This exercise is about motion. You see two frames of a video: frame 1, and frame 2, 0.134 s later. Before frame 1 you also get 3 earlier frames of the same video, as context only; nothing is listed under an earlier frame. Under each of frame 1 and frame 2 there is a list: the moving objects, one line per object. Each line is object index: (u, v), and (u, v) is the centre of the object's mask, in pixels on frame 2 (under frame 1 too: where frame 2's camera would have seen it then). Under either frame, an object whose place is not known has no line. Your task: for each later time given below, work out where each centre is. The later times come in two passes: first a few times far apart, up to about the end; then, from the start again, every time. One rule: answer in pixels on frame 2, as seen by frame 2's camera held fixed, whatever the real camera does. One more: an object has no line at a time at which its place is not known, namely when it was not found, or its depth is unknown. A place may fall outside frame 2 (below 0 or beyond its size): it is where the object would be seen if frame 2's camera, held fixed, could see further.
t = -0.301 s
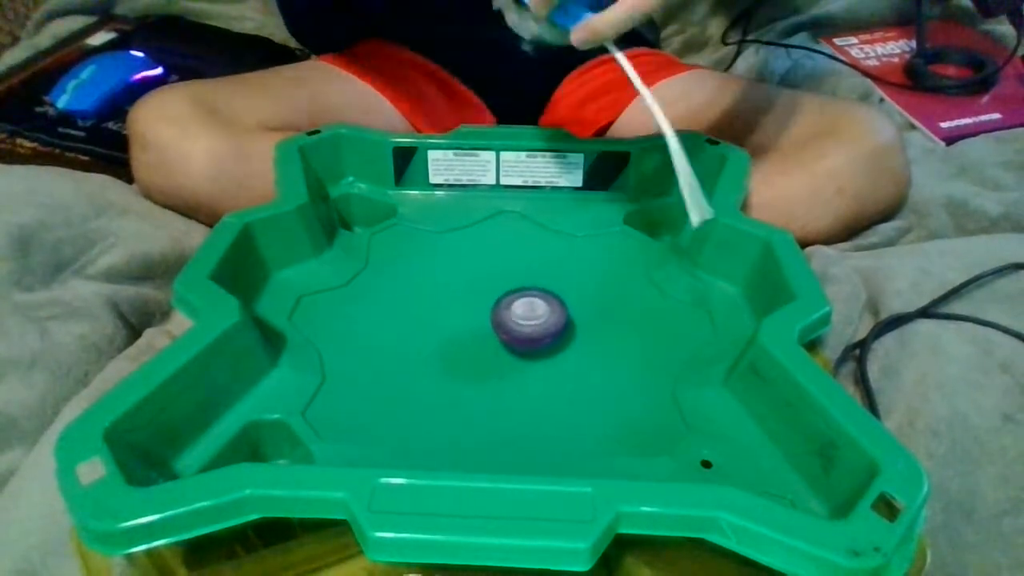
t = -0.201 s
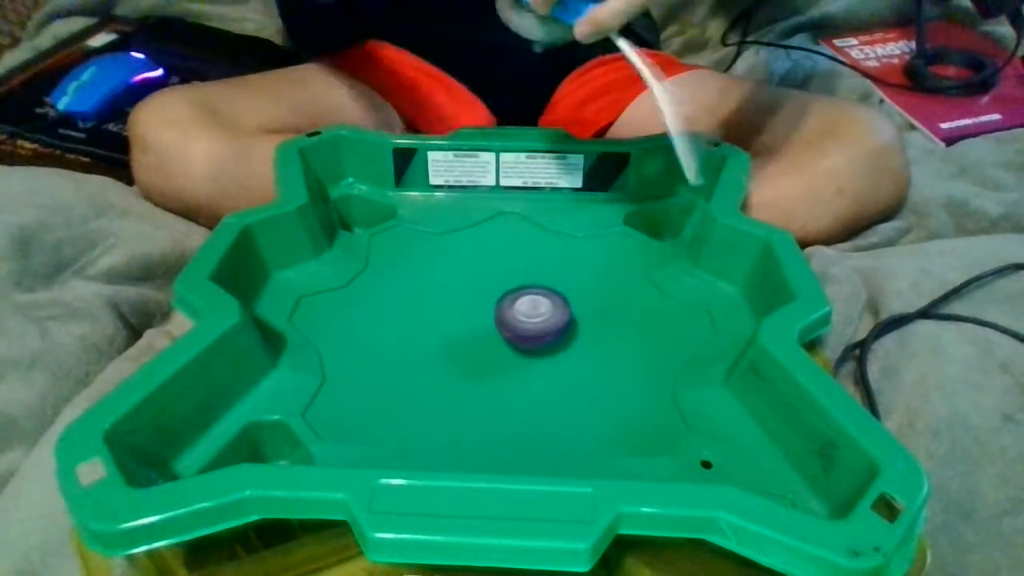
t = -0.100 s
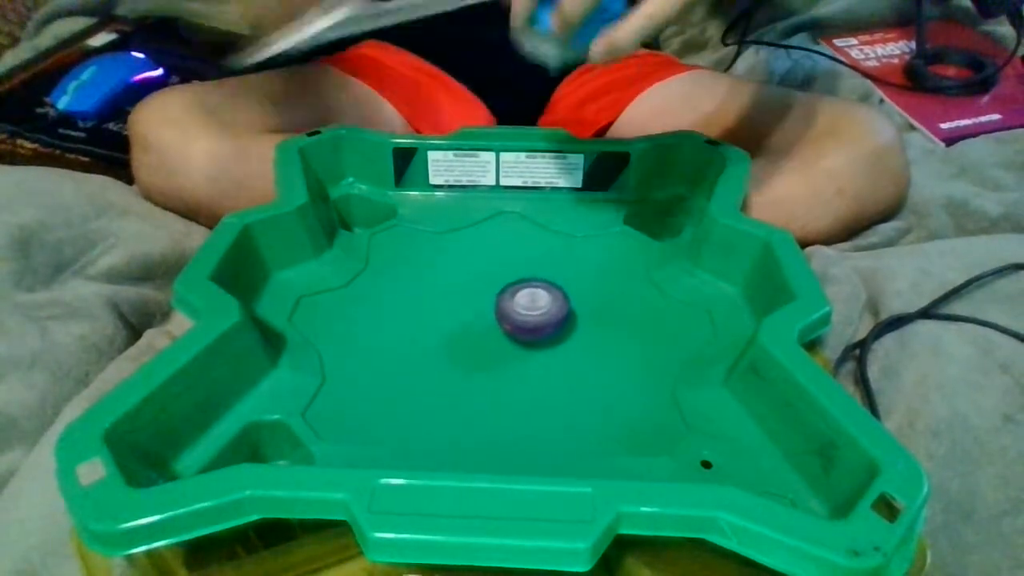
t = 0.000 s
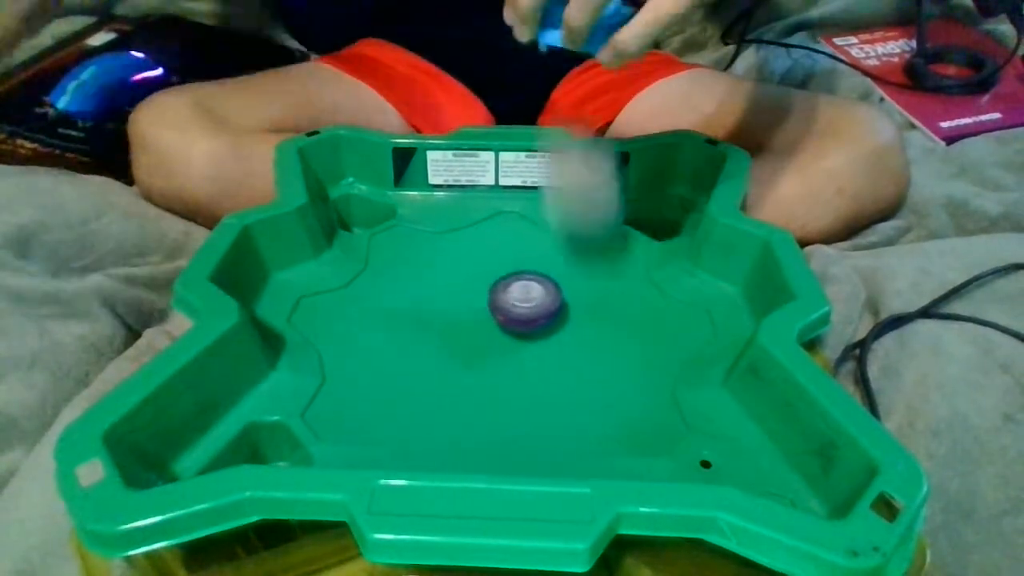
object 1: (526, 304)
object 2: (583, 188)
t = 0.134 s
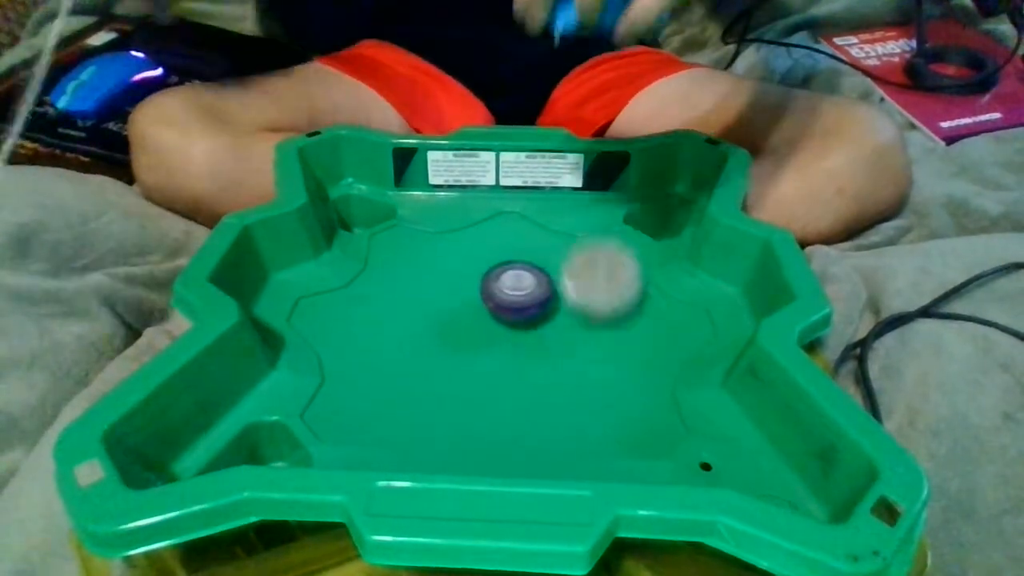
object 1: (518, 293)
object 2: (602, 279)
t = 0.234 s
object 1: (504, 289)
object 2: (614, 303)
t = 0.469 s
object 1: (480, 292)
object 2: (668, 285)
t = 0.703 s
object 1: (477, 301)
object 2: (609, 295)
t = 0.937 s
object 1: (455, 301)
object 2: (608, 329)
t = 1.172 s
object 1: (423, 297)
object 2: (643, 319)
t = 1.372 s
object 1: (433, 300)
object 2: (583, 313)
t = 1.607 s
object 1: (449, 277)
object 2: (497, 362)
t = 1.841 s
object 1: (461, 254)
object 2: (520, 387)
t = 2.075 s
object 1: (495, 251)
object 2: (517, 333)
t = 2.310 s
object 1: (543, 253)
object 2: (417, 289)
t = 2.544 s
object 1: (576, 274)
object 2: (401, 310)
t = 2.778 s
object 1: (585, 305)
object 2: (491, 301)
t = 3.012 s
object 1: (593, 343)
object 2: (506, 230)
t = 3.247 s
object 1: (568, 363)
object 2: (468, 234)
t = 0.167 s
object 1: (513, 291)
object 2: (604, 291)
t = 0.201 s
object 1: (508, 289)
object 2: (608, 299)
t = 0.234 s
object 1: (504, 289)
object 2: (614, 303)
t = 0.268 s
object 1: (500, 289)
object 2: (622, 307)
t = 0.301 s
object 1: (497, 290)
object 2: (631, 307)
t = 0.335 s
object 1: (492, 289)
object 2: (640, 305)
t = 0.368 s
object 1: (488, 290)
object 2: (650, 302)
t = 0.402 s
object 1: (486, 291)
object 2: (661, 295)
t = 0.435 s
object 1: (482, 291)
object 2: (670, 287)
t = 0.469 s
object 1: (480, 292)
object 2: (668, 285)
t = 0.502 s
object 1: (479, 292)
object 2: (657, 291)
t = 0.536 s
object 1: (478, 293)
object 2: (646, 294)
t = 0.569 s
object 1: (476, 294)
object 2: (636, 294)
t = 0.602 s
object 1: (476, 295)
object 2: (628, 294)
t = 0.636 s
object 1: (476, 297)
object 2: (622, 293)
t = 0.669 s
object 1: (476, 299)
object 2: (616, 294)
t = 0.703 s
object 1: (477, 301)
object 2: (609, 295)
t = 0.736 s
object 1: (479, 303)
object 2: (601, 298)
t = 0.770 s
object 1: (481, 305)
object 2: (594, 302)
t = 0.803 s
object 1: (484, 308)
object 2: (587, 306)
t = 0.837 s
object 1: (487, 310)
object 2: (579, 311)
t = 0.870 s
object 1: (488, 311)
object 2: (576, 316)
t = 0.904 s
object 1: (469, 305)
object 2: (592, 323)
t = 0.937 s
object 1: (455, 301)
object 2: (608, 329)
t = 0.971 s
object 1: (446, 299)
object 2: (620, 331)
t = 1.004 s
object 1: (439, 298)
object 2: (630, 331)
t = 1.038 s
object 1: (434, 297)
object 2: (637, 330)
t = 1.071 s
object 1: (430, 297)
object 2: (643, 328)
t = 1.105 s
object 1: (427, 297)
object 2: (645, 325)
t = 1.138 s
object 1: (425, 297)
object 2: (645, 322)
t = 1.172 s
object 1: (423, 297)
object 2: (643, 319)
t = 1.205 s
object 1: (423, 298)
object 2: (638, 316)
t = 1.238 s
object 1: (423, 299)
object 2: (630, 314)
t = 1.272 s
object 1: (424, 299)
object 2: (622, 313)
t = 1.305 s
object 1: (426, 299)
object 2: (611, 312)
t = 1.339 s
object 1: (429, 299)
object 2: (598, 312)
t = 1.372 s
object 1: (433, 300)
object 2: (583, 313)
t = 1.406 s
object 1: (438, 300)
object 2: (567, 315)
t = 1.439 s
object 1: (444, 301)
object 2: (549, 318)
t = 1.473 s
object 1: (451, 300)
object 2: (531, 323)
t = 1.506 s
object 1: (451, 293)
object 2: (520, 332)
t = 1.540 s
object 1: (450, 287)
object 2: (511, 342)
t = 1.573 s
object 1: (449, 281)
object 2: (503, 351)
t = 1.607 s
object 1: (449, 277)
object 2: (497, 362)
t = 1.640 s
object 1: (450, 273)
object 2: (494, 371)
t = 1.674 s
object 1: (450, 269)
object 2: (494, 379)
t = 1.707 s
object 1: (452, 265)
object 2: (498, 386)
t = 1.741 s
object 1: (453, 261)
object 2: (504, 389)
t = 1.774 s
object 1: (456, 258)
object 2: (509, 390)
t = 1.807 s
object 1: (458, 256)
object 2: (515, 390)
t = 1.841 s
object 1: (461, 254)
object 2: (520, 387)
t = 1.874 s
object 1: (465, 252)
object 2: (524, 383)
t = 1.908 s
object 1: (470, 251)
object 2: (527, 377)
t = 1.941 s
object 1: (474, 250)
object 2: (528, 370)
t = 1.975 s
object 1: (479, 250)
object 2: (529, 363)
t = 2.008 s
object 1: (484, 250)
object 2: (527, 353)
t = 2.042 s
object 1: (489, 250)
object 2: (523, 344)
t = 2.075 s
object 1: (495, 251)
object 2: (517, 333)
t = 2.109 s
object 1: (501, 251)
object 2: (508, 320)
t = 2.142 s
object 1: (508, 251)
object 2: (497, 310)
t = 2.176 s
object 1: (516, 249)
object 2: (482, 302)
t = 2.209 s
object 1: (524, 251)
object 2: (466, 296)
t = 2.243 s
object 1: (531, 250)
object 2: (449, 291)
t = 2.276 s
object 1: (537, 251)
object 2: (432, 290)
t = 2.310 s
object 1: (543, 253)
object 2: (417, 289)
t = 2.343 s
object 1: (549, 255)
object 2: (406, 290)
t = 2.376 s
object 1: (554, 256)
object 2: (398, 293)
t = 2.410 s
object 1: (559, 259)
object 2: (392, 296)
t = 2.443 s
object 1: (564, 263)
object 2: (390, 300)
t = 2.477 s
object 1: (568, 266)
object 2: (391, 303)
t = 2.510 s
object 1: (572, 270)
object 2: (396, 307)
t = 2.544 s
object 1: (576, 274)
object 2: (401, 310)
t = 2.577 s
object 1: (579, 278)
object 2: (409, 313)
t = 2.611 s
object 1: (582, 283)
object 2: (419, 315)
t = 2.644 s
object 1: (583, 287)
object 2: (432, 316)
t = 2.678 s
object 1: (585, 291)
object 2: (446, 315)
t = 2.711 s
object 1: (586, 296)
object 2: (462, 313)
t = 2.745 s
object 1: (586, 301)
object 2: (477, 308)
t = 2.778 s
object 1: (585, 305)
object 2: (491, 301)
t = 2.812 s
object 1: (585, 310)
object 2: (502, 291)
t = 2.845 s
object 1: (589, 316)
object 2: (508, 281)
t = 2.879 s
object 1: (591, 323)
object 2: (513, 269)
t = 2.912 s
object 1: (593, 328)
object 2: (515, 257)
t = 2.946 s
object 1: (594, 333)
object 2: (514, 247)
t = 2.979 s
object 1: (594, 338)
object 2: (510, 237)
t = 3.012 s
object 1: (593, 343)
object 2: (506, 230)
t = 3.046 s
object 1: (592, 348)
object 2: (500, 223)
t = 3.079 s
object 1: (589, 352)
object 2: (493, 220)
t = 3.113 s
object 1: (586, 356)
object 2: (486, 219)
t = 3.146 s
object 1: (582, 358)
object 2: (481, 220)
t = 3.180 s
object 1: (578, 360)
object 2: (475, 223)
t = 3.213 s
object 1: (573, 362)
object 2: (471, 227)
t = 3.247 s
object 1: (568, 363)
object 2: (468, 234)
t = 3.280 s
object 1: (562, 365)
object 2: (470, 241)
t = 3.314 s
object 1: (557, 364)
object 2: (472, 250)
